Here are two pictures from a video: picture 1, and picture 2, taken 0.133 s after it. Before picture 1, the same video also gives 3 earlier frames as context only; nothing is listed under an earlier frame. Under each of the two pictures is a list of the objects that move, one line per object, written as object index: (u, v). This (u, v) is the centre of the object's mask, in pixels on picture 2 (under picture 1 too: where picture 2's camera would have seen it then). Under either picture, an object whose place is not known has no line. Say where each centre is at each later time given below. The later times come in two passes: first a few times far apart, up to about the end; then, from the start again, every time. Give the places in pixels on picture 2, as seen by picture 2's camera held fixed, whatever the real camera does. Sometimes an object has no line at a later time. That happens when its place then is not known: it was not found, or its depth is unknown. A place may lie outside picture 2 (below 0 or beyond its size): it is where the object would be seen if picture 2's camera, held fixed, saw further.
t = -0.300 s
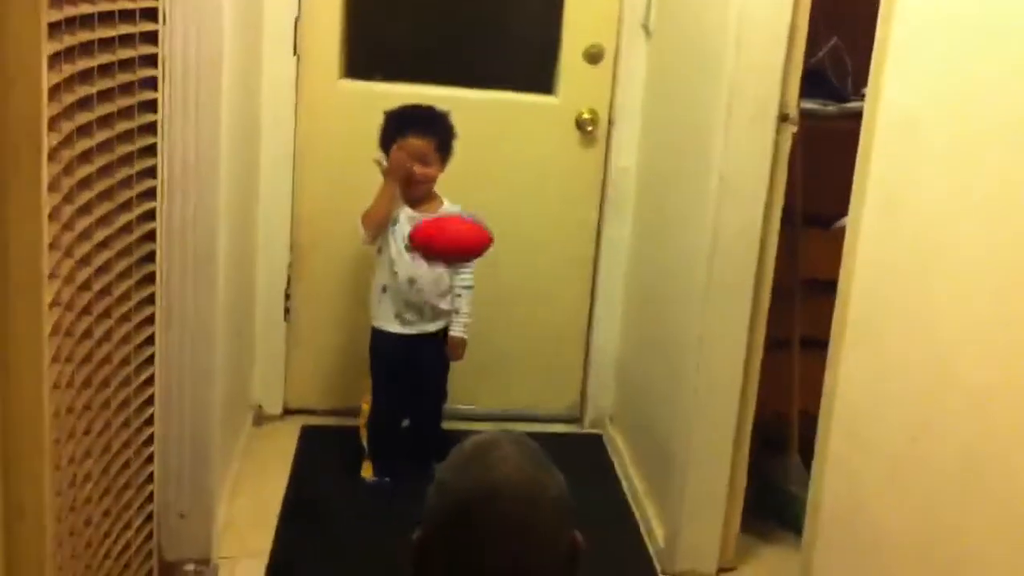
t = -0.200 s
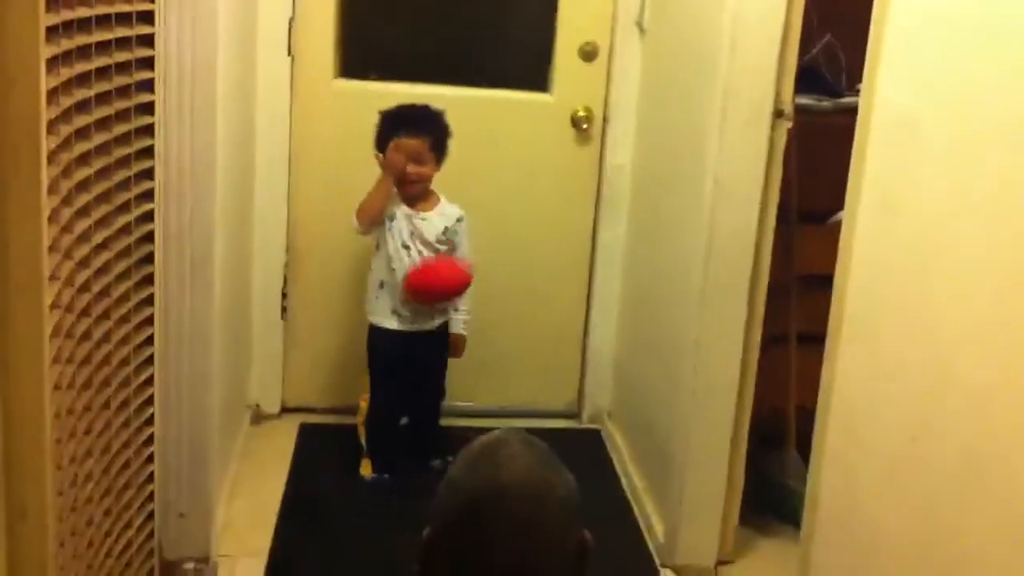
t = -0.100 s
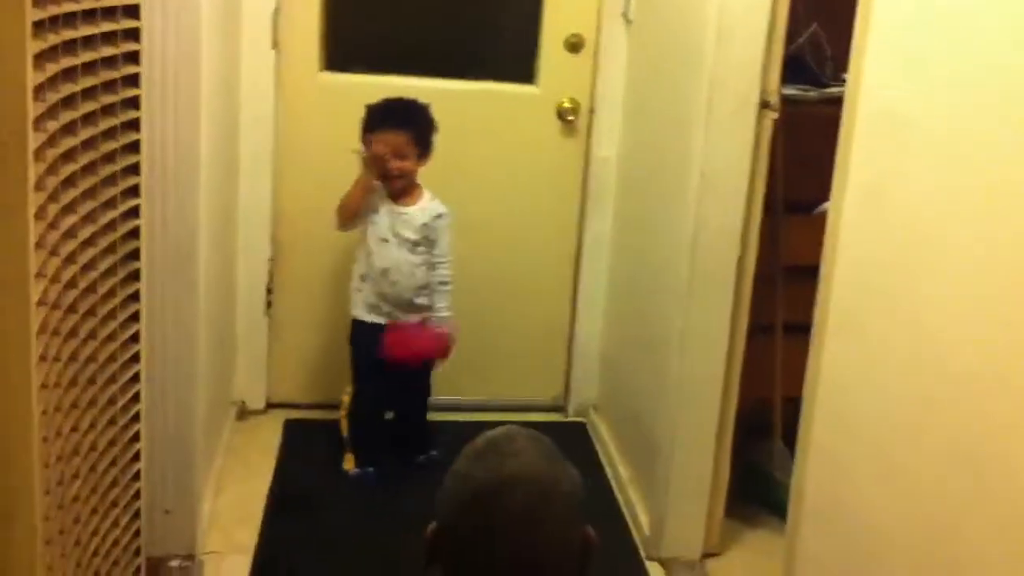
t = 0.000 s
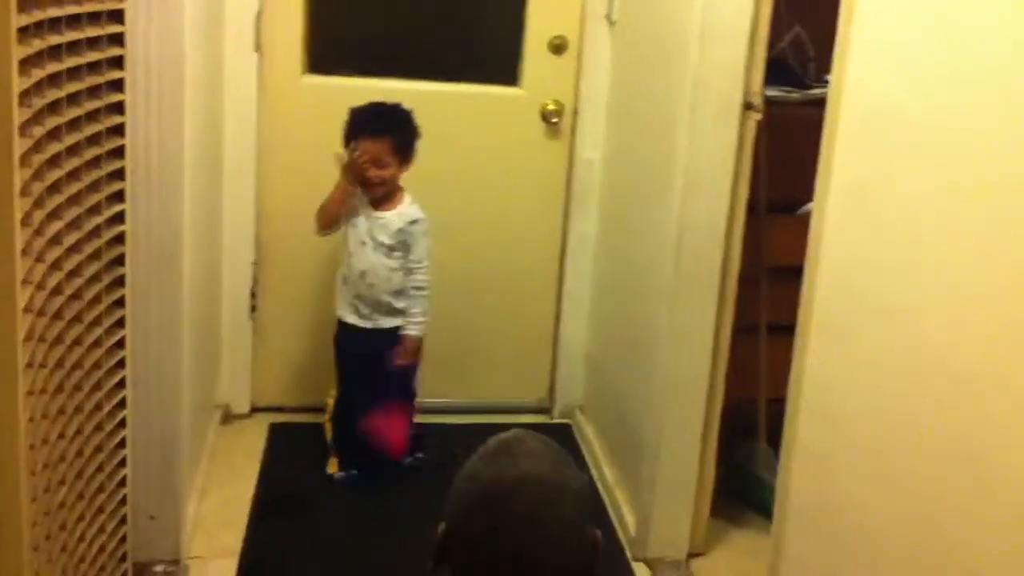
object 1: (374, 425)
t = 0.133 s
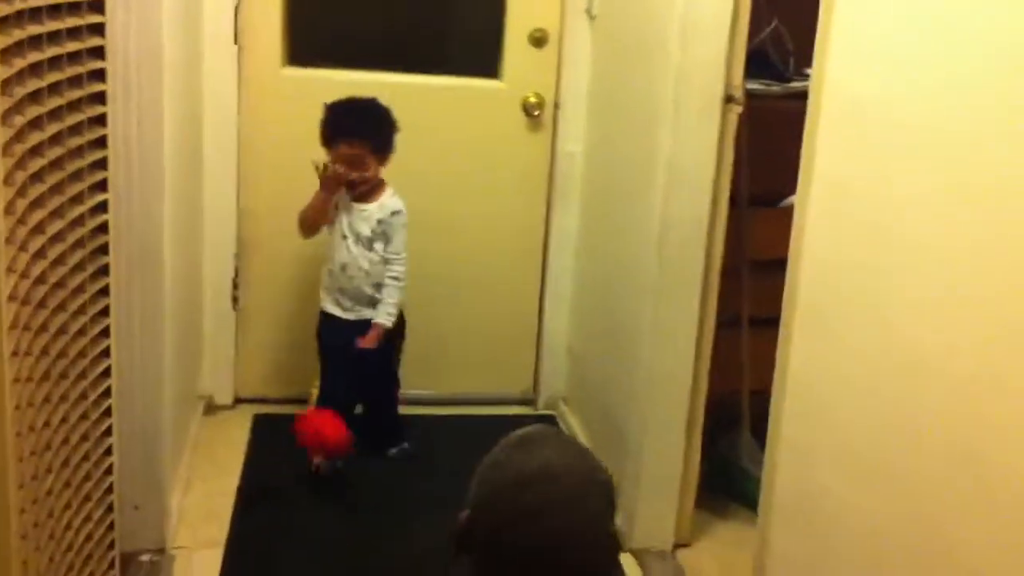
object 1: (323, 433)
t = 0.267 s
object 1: (258, 417)
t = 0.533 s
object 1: (232, 451)
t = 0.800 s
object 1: (236, 462)
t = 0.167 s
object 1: (305, 421)
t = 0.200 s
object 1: (289, 413)
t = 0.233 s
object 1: (276, 414)
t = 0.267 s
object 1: (258, 417)
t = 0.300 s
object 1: (242, 422)
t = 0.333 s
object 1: (224, 431)
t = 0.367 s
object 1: (212, 442)
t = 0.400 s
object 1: (208, 457)
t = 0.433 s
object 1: (214, 453)
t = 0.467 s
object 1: (219, 450)
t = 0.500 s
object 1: (225, 449)
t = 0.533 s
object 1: (232, 451)
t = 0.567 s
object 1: (238, 458)
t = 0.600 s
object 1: (242, 460)
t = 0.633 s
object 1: (242, 455)
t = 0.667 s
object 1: (242, 451)
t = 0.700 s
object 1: (241, 452)
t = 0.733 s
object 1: (240, 457)
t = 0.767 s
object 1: (240, 461)
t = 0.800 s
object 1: (236, 462)
